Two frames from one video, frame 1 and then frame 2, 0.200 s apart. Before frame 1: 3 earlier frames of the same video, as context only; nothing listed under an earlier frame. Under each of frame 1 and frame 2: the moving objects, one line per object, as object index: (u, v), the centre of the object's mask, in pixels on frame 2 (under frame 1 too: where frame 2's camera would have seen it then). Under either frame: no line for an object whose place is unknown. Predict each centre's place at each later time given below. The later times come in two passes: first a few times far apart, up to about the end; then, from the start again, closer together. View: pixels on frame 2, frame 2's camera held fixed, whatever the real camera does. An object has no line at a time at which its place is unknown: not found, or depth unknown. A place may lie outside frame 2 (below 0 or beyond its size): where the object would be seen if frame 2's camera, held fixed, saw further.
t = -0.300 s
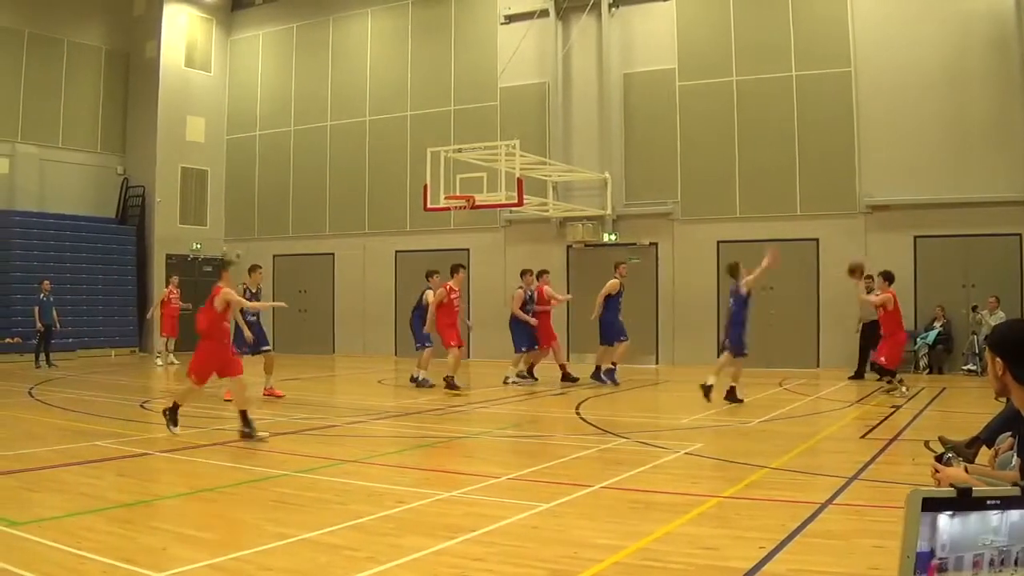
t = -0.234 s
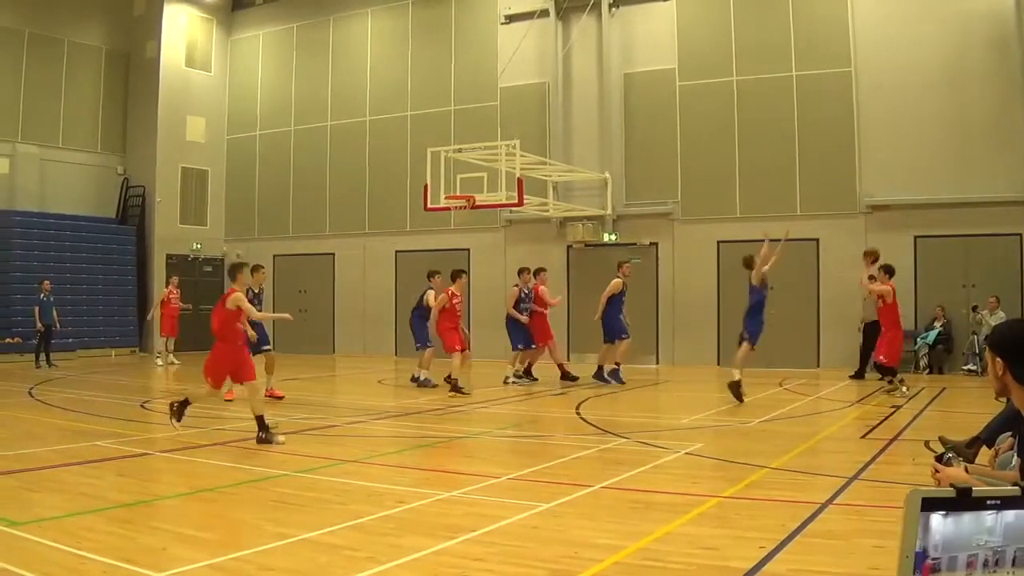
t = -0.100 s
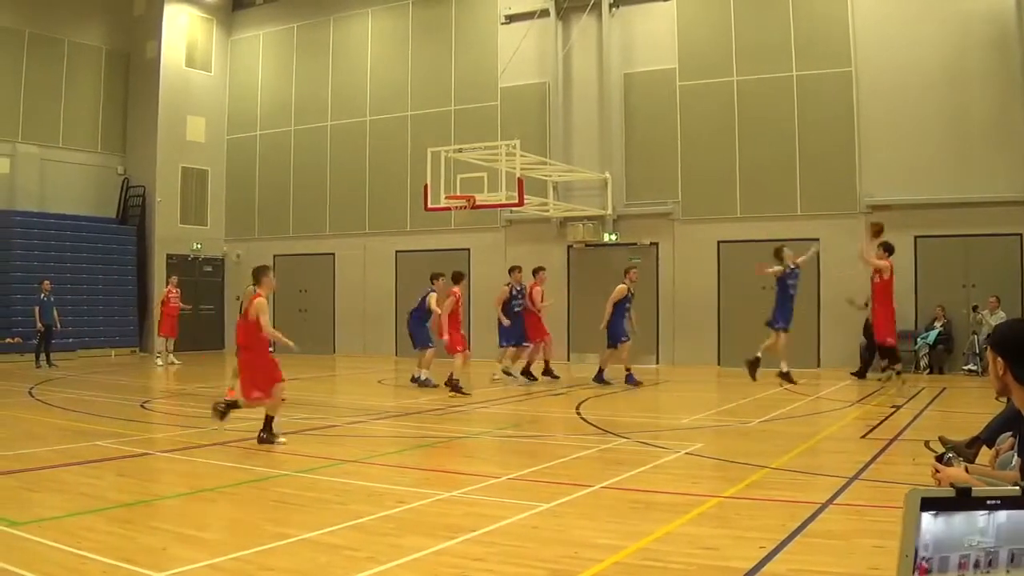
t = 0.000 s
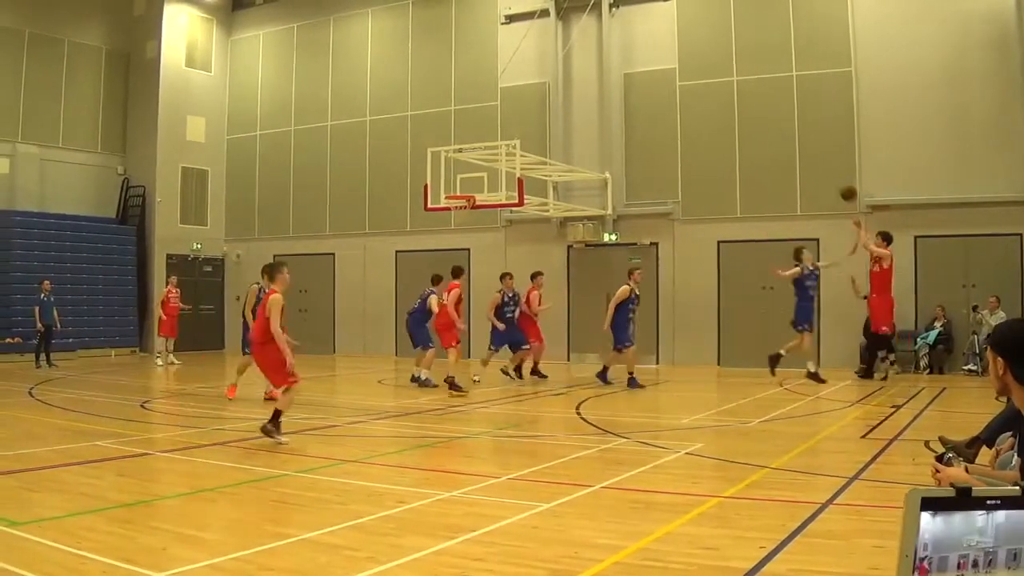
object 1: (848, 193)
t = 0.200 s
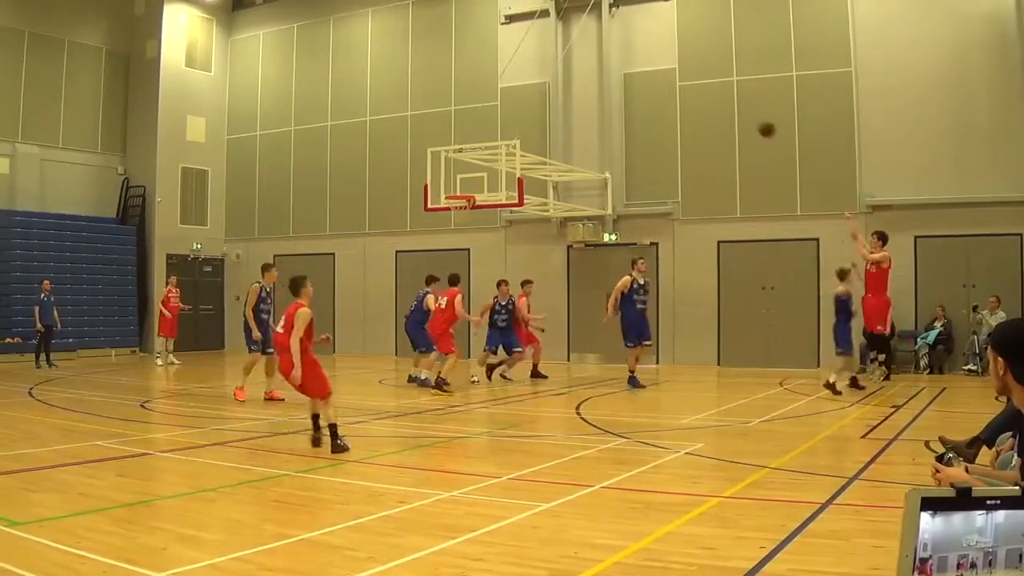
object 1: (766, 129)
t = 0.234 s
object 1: (753, 122)
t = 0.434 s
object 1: (677, 94)
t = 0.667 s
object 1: (595, 96)
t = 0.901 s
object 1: (521, 132)
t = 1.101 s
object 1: (463, 185)
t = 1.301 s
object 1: (460, 207)
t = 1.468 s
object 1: (471, 219)
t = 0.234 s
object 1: (753, 122)
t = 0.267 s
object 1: (740, 115)
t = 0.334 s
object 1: (714, 104)
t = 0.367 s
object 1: (702, 100)
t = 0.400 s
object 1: (689, 96)
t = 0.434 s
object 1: (677, 94)
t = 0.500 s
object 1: (653, 91)
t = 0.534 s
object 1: (641, 90)
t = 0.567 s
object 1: (630, 91)
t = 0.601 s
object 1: (618, 91)
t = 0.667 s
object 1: (595, 96)
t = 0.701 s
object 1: (584, 99)
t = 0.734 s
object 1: (574, 103)
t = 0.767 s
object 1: (562, 107)
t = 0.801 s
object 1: (552, 112)
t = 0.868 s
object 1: (531, 124)
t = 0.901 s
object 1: (521, 132)
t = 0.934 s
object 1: (511, 139)
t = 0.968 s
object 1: (501, 147)
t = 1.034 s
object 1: (482, 166)
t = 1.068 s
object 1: (472, 175)
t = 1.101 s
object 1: (463, 185)
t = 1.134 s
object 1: (453, 196)
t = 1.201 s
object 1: (453, 207)
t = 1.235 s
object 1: (457, 206)
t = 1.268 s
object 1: (458, 207)
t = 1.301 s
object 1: (460, 207)
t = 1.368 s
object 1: (465, 210)
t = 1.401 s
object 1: (466, 211)
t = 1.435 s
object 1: (469, 215)
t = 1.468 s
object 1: (471, 219)
